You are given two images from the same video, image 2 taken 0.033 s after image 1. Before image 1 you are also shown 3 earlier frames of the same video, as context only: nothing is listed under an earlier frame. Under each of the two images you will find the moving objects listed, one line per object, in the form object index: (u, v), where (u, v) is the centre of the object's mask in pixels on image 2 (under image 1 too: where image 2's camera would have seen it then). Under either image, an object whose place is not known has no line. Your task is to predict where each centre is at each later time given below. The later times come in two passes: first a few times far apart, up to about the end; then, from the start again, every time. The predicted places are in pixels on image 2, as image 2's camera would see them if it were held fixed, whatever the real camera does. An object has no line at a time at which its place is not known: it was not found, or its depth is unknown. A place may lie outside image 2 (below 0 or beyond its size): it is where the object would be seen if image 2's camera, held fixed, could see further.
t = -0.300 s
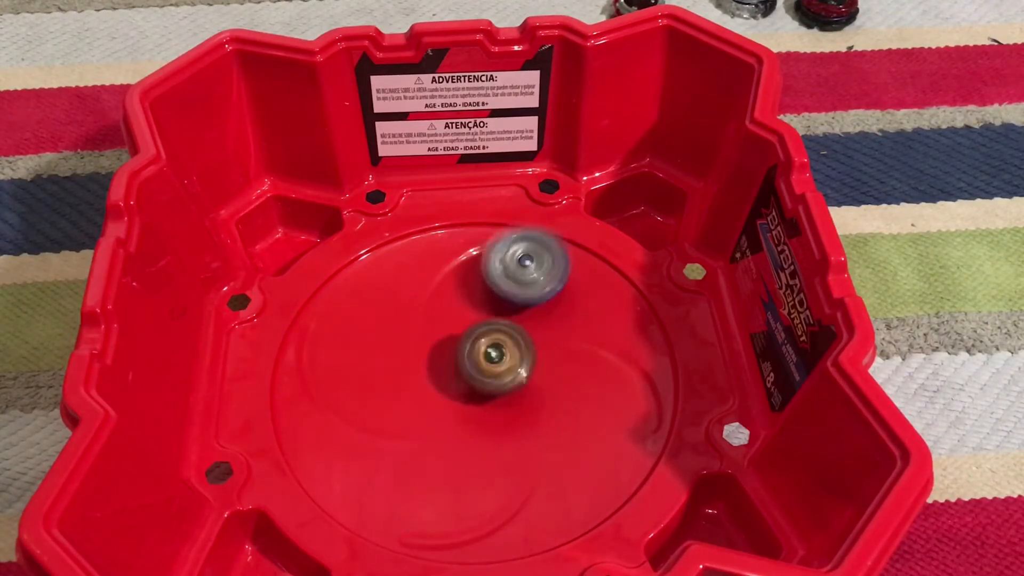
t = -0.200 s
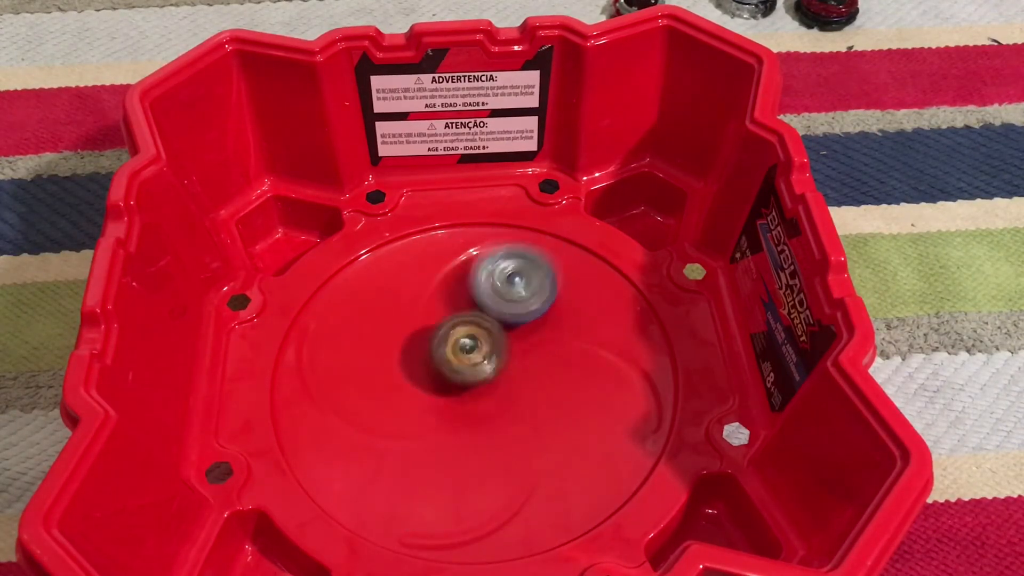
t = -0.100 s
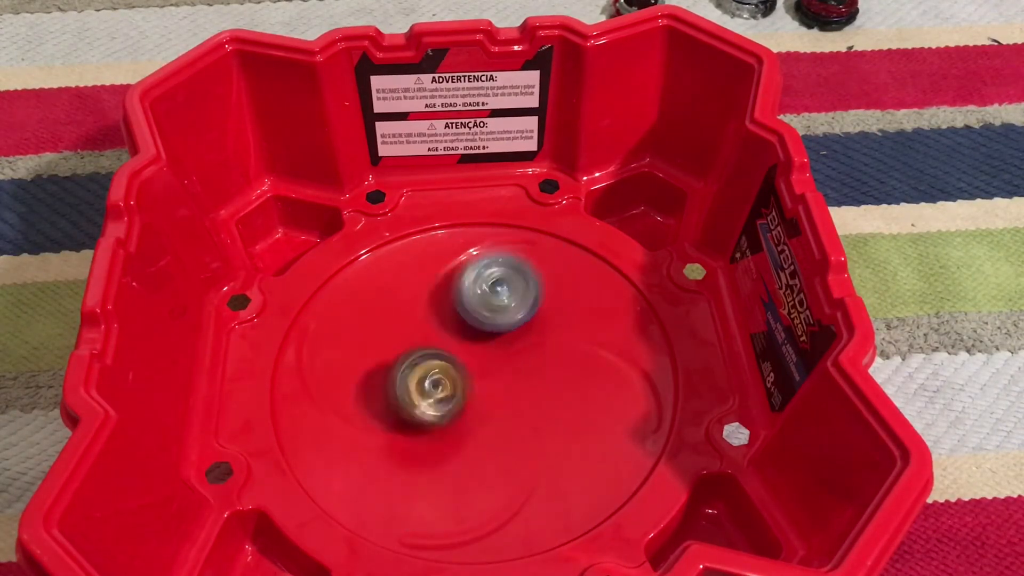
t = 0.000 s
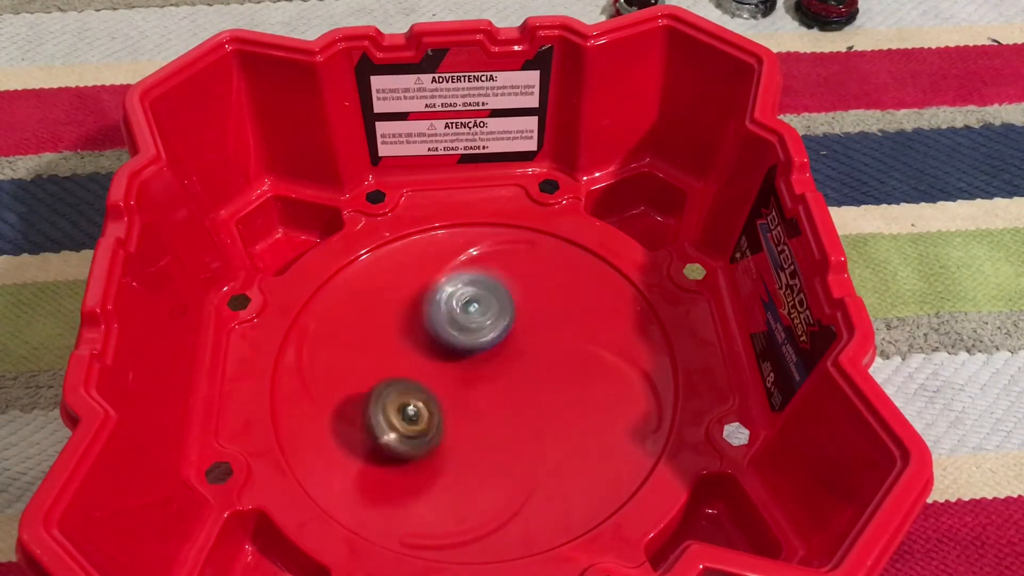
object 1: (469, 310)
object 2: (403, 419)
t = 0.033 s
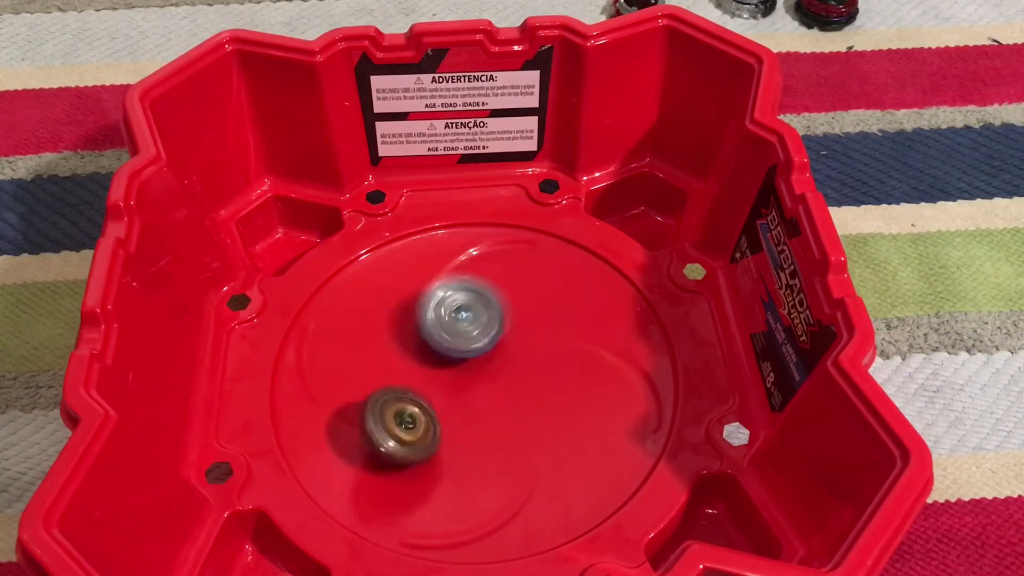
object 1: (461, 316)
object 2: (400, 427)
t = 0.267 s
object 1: (406, 369)
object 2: (429, 470)
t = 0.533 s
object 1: (387, 429)
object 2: (503, 425)
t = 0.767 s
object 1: (427, 443)
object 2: (494, 353)
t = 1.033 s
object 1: (512, 414)
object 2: (417, 324)
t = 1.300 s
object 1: (567, 362)
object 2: (375, 369)
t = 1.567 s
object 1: (553, 328)
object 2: (444, 417)
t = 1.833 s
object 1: (464, 289)
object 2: (532, 409)
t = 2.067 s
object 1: (416, 278)
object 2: (530, 399)
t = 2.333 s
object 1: (405, 339)
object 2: (464, 401)
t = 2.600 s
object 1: (440, 374)
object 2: (500, 435)
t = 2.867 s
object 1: (455, 399)
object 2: (546, 354)
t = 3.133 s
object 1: (443, 364)
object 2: (529, 270)
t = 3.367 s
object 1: (453, 344)
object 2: (496, 289)
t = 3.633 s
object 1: (449, 385)
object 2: (468, 304)
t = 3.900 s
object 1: (454, 407)
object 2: (474, 327)
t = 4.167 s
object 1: (474, 391)
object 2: (498, 327)
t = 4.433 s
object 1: (518, 396)
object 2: (484, 323)
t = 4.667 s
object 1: (521, 398)
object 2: (462, 341)
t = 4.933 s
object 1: (502, 381)
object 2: (437, 339)
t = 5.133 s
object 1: (503, 380)
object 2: (435, 338)
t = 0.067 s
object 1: (451, 324)
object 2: (399, 434)
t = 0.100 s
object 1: (443, 330)
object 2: (399, 441)
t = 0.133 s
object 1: (434, 338)
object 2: (401, 450)
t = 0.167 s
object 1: (427, 345)
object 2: (406, 458)
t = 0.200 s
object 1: (419, 353)
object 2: (413, 464)
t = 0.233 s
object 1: (412, 360)
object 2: (420, 467)
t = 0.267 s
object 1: (406, 369)
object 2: (429, 470)
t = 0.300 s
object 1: (399, 378)
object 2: (438, 469)
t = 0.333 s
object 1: (395, 385)
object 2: (447, 468)
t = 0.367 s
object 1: (390, 393)
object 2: (460, 464)
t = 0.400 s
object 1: (387, 401)
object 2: (470, 459)
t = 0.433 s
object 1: (384, 410)
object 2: (481, 451)
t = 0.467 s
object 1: (385, 418)
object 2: (490, 444)
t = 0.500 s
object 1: (386, 423)
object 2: (498, 434)
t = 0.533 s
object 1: (387, 429)
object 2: (503, 425)
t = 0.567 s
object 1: (389, 433)
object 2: (507, 414)
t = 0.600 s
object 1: (392, 438)
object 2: (509, 403)
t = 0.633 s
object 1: (396, 442)
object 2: (509, 392)
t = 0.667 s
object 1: (401, 444)
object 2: (508, 382)
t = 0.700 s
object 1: (408, 444)
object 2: (505, 372)
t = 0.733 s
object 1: (415, 444)
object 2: (500, 363)
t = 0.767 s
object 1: (427, 443)
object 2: (494, 353)
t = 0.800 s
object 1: (436, 441)
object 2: (486, 345)
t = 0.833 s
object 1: (449, 438)
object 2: (478, 337)
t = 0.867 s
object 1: (459, 434)
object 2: (469, 332)
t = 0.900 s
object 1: (471, 432)
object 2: (460, 328)
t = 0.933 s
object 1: (482, 427)
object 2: (450, 325)
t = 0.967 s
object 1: (493, 424)
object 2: (439, 323)
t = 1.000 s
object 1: (503, 419)
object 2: (428, 322)
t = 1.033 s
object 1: (512, 414)
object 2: (417, 324)
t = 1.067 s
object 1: (522, 407)
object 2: (408, 325)
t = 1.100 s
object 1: (530, 401)
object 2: (399, 329)
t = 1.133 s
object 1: (538, 395)
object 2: (390, 334)
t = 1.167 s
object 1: (545, 389)
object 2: (383, 341)
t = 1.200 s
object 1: (552, 382)
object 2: (378, 347)
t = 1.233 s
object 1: (557, 375)
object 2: (375, 355)
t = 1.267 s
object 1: (563, 369)
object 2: (374, 362)
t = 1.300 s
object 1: (567, 362)
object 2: (375, 369)
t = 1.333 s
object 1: (570, 356)
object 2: (378, 378)
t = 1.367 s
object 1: (572, 350)
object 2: (384, 386)
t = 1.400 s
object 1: (572, 345)
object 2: (390, 394)
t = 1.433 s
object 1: (571, 340)
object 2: (399, 402)
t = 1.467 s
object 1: (568, 336)
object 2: (409, 408)
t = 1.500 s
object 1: (565, 333)
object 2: (421, 413)
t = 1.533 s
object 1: (559, 330)
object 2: (434, 415)
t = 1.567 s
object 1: (553, 328)
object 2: (444, 417)
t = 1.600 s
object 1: (545, 326)
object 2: (456, 416)
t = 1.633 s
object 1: (536, 324)
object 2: (467, 415)
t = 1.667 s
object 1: (525, 323)
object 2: (479, 411)
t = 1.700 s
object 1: (516, 322)
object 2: (489, 405)
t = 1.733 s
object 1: (506, 321)
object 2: (498, 398)
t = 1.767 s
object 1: (496, 316)
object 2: (507, 397)
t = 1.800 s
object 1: (478, 301)
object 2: (519, 409)
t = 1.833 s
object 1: (464, 289)
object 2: (532, 409)
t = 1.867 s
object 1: (453, 280)
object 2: (539, 418)
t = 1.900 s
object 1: (445, 275)
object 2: (545, 414)
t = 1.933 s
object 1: (438, 273)
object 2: (547, 414)
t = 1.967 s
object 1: (429, 272)
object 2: (547, 410)
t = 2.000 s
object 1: (424, 272)
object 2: (542, 405)
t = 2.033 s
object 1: (420, 275)
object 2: (539, 403)
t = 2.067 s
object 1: (416, 278)
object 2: (530, 399)
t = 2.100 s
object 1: (412, 282)
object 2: (522, 397)
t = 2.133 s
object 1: (409, 289)
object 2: (512, 395)
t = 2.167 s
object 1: (406, 295)
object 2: (501, 394)
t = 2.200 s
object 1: (403, 304)
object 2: (491, 393)
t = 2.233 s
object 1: (402, 313)
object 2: (484, 392)
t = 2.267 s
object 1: (403, 322)
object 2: (476, 392)
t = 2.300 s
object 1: (404, 330)
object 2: (471, 395)
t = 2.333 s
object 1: (405, 339)
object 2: (464, 401)
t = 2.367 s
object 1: (404, 344)
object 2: (464, 410)
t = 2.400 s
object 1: (401, 346)
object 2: (471, 419)
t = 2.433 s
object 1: (400, 348)
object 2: (474, 426)
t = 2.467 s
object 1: (404, 352)
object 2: (478, 431)
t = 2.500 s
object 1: (410, 358)
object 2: (482, 435)
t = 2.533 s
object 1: (419, 364)
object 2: (488, 436)
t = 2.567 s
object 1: (430, 370)
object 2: (494, 436)
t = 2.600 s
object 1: (440, 374)
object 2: (500, 435)
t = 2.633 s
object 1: (450, 376)
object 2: (504, 432)
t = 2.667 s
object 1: (457, 378)
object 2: (509, 429)
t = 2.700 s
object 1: (460, 380)
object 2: (515, 424)
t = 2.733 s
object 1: (462, 384)
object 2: (524, 414)
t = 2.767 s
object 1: (463, 386)
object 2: (529, 406)
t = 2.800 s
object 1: (461, 392)
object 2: (537, 388)
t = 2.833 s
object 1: (458, 397)
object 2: (542, 371)
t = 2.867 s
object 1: (455, 399)
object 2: (546, 354)
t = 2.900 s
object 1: (451, 397)
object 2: (547, 339)
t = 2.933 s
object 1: (447, 394)
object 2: (548, 324)
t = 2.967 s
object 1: (443, 389)
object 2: (547, 309)
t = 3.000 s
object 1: (440, 385)
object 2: (545, 297)
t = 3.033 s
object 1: (440, 380)
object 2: (541, 287)
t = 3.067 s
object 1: (440, 374)
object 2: (537, 279)
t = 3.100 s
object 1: (441, 369)
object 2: (534, 273)
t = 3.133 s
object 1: (443, 364)
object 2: (529, 270)
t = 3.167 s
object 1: (445, 361)
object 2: (525, 268)
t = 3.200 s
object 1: (446, 359)
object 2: (519, 270)
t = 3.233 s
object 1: (446, 358)
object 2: (514, 271)
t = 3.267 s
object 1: (446, 356)
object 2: (510, 274)
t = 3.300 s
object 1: (447, 352)
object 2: (505, 279)
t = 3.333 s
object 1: (450, 347)
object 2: (501, 285)
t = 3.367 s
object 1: (453, 344)
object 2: (496, 289)
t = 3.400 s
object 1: (459, 343)
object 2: (492, 289)
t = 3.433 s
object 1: (460, 350)
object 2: (485, 289)
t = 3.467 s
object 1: (461, 355)
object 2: (479, 290)
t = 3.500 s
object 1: (459, 359)
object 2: (474, 292)
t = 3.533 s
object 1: (456, 364)
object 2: (471, 294)
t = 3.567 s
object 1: (453, 370)
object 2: (468, 296)
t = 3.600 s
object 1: (451, 378)
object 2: (467, 300)
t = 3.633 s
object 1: (449, 385)
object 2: (468, 304)
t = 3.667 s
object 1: (451, 391)
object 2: (468, 307)
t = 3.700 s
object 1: (450, 394)
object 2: (469, 311)
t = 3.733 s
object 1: (450, 398)
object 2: (469, 314)
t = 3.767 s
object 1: (449, 401)
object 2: (470, 317)
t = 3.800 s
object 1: (450, 403)
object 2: (470, 320)
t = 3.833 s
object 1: (451, 404)
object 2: (471, 322)
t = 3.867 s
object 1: (452, 406)
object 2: (472, 325)
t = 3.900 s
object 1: (454, 407)
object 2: (474, 327)
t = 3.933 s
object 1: (455, 407)
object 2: (476, 329)
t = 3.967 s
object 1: (457, 406)
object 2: (479, 329)
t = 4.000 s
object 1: (459, 404)
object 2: (483, 330)
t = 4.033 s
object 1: (463, 402)
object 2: (486, 330)
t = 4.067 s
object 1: (465, 400)
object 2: (491, 330)
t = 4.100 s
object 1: (469, 397)
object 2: (495, 329)
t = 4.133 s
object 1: (471, 393)
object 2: (497, 328)
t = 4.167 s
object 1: (474, 391)
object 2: (498, 327)
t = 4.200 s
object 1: (480, 389)
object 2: (497, 326)
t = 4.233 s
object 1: (487, 386)
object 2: (493, 325)
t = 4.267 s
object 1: (495, 383)
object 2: (488, 324)
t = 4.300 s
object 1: (505, 384)
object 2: (484, 322)
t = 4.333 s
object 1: (510, 388)
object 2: (485, 322)
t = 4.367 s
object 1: (513, 390)
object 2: (485, 322)
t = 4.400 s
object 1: (515, 394)
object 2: (485, 322)
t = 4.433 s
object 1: (518, 396)
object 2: (484, 323)
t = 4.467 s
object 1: (523, 398)
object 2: (482, 326)
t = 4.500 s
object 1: (526, 401)
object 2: (481, 328)
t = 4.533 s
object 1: (526, 403)
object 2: (478, 331)
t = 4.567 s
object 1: (525, 403)
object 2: (475, 335)
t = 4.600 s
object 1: (524, 402)
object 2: (472, 336)
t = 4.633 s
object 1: (522, 401)
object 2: (467, 339)
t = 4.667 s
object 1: (521, 398)
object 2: (462, 341)
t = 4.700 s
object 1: (519, 397)
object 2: (457, 343)
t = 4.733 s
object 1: (517, 395)
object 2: (454, 343)
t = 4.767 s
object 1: (512, 391)
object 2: (449, 343)
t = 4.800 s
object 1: (508, 389)
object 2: (446, 341)
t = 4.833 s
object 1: (506, 384)
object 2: (442, 341)
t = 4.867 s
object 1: (506, 382)
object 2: (439, 341)
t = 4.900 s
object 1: (505, 382)
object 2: (438, 340)
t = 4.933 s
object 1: (502, 381)
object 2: (437, 339)
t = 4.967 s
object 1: (504, 381)
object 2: (436, 337)
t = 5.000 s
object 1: (505, 380)
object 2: (435, 338)
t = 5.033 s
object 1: (507, 381)
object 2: (435, 339)
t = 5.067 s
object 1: (506, 381)
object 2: (435, 339)
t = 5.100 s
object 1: (505, 381)
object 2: (435, 338)
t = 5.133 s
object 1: (503, 380)
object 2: (435, 338)
